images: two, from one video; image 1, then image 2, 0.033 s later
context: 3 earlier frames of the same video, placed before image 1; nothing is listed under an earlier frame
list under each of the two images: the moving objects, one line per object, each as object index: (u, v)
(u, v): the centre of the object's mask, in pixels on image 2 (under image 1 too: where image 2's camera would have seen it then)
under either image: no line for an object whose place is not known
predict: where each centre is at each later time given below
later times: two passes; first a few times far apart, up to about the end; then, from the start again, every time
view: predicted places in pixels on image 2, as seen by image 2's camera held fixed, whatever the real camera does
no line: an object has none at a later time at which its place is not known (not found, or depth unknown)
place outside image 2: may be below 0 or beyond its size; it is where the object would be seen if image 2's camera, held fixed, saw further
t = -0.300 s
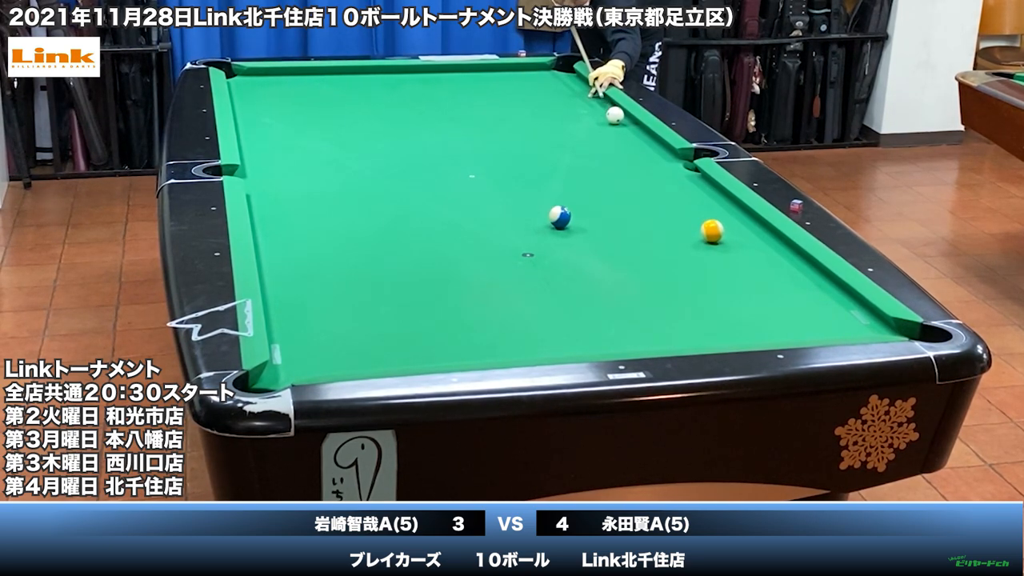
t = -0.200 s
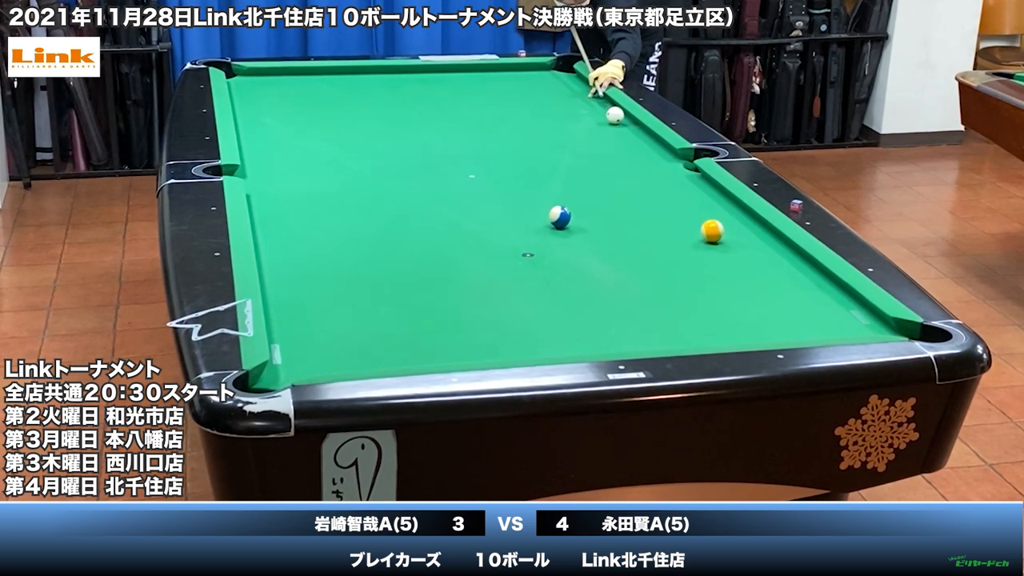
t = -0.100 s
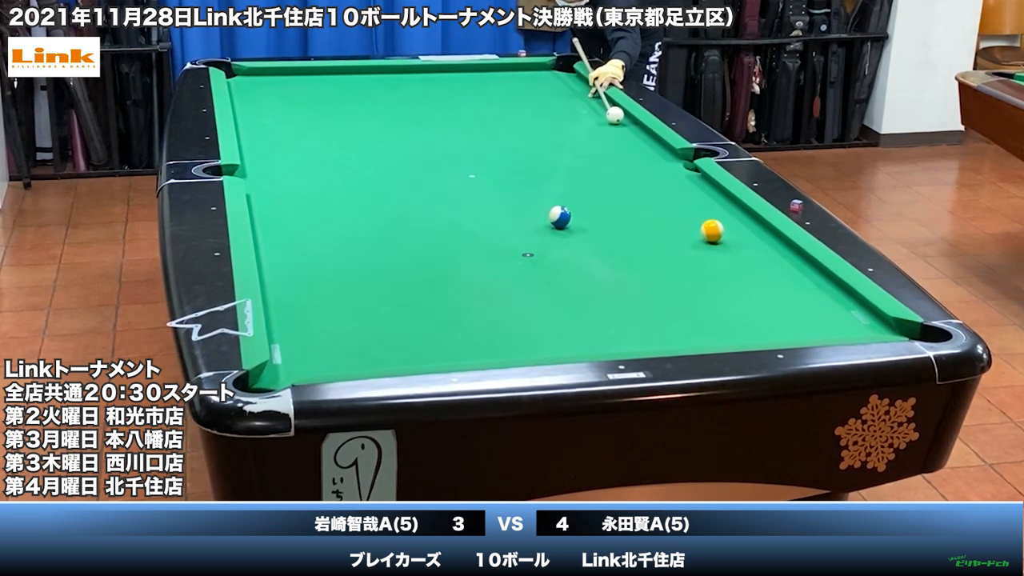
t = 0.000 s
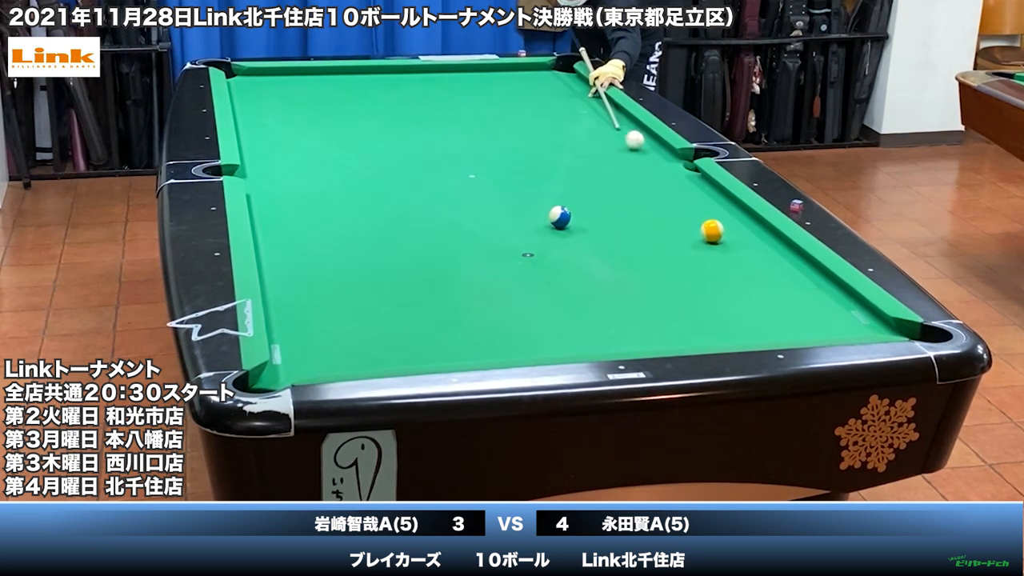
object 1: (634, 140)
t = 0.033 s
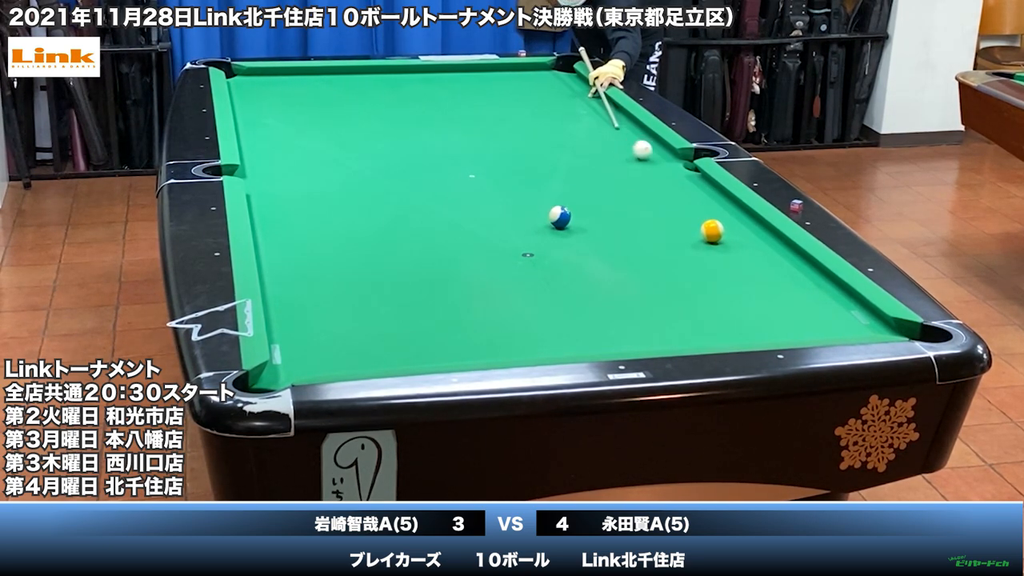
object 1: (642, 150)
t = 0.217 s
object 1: (688, 209)
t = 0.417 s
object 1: (667, 228)
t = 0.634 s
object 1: (626, 231)
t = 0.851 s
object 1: (586, 235)
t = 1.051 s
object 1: (549, 239)
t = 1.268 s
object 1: (510, 243)
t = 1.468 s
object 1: (473, 246)
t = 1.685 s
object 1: (434, 249)
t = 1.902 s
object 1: (395, 253)
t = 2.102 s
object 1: (360, 256)
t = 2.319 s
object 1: (322, 259)
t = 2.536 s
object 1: (284, 263)
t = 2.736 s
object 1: (277, 263)
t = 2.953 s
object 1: (295, 261)
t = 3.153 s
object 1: (310, 259)
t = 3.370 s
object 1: (324, 257)
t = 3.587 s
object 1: (337, 255)
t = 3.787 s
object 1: (348, 254)
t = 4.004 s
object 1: (358, 253)
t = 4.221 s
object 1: (367, 251)
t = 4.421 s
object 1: (374, 250)
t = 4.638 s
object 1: (380, 249)
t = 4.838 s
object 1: (384, 249)
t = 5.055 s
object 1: (388, 248)
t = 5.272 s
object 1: (389, 248)
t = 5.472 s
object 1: (390, 248)
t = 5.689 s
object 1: (390, 248)
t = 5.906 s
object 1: (390, 248)
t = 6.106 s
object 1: (390, 248)
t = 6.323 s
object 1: (390, 248)
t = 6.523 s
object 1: (390, 248)
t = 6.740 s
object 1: (390, 248)
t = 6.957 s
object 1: (390, 248)
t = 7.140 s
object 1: (390, 248)
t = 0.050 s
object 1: (645, 155)
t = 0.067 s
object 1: (650, 160)
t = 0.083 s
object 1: (654, 165)
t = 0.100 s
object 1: (658, 170)
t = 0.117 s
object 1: (662, 176)
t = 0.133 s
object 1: (666, 181)
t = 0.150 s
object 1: (670, 186)
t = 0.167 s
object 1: (674, 192)
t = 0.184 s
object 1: (679, 198)
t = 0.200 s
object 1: (683, 203)
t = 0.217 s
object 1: (688, 209)
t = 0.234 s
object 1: (692, 215)
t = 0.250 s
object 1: (696, 219)
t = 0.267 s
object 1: (697, 224)
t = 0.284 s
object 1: (693, 225)
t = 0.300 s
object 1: (690, 225)
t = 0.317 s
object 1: (686, 226)
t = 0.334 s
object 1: (682, 226)
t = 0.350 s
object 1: (679, 227)
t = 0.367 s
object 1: (676, 227)
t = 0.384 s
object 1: (673, 227)
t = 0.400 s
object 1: (670, 228)
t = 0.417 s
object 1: (667, 228)
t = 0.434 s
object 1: (664, 228)
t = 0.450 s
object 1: (660, 228)
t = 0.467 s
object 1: (657, 229)
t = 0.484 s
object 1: (654, 229)
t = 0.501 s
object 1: (651, 229)
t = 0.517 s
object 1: (648, 230)
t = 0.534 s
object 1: (645, 230)
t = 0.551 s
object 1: (642, 230)
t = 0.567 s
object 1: (639, 230)
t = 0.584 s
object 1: (636, 231)
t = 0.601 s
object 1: (633, 231)
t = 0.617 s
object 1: (629, 231)
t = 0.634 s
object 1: (626, 231)
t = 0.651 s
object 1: (623, 232)
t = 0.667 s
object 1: (620, 232)
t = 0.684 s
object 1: (617, 232)
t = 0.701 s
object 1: (614, 233)
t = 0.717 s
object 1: (611, 233)
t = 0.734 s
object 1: (607, 233)
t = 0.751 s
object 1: (604, 233)
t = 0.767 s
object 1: (602, 234)
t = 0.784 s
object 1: (598, 234)
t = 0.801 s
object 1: (595, 234)
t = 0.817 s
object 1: (592, 235)
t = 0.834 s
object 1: (589, 235)
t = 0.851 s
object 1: (586, 235)
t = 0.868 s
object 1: (583, 236)
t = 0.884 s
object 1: (580, 236)
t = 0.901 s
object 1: (577, 236)
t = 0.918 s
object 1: (574, 236)
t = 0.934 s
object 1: (571, 237)
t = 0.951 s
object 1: (567, 237)
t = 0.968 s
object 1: (565, 237)
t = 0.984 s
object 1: (561, 238)
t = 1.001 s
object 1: (558, 238)
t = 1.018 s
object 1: (555, 238)
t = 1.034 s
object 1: (552, 238)
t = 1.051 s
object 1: (549, 239)
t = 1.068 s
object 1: (546, 239)
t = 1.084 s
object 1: (543, 239)
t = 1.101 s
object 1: (540, 240)
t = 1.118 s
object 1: (537, 240)
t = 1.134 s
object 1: (534, 240)
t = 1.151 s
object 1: (531, 241)
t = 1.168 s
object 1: (528, 241)
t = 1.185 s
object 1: (525, 241)
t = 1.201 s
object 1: (522, 241)
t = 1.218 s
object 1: (519, 242)
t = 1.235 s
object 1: (516, 242)
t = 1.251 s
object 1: (513, 242)
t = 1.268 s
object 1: (510, 243)
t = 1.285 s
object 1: (507, 243)
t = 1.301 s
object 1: (503, 243)
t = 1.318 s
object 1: (501, 243)
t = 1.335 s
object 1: (498, 244)
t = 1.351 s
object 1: (495, 244)
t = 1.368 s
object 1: (491, 244)
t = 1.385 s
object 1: (488, 244)
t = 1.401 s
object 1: (485, 245)
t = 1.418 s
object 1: (482, 245)
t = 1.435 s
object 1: (479, 245)
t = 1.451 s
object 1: (476, 246)
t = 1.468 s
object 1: (473, 246)
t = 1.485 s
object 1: (470, 246)
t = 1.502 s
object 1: (467, 247)
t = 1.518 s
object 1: (464, 247)
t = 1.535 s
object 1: (461, 247)
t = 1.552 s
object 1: (458, 247)
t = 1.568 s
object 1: (455, 248)
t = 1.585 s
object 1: (452, 248)
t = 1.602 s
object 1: (449, 248)
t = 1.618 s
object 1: (446, 248)
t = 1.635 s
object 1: (443, 249)
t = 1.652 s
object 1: (440, 249)
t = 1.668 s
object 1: (437, 249)
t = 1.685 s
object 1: (434, 249)
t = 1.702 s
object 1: (431, 250)
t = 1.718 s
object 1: (428, 250)
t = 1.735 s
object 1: (425, 250)
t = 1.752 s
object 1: (422, 251)
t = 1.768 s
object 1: (419, 251)
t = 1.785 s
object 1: (416, 251)
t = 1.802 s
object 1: (413, 252)
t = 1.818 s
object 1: (410, 252)
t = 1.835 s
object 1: (407, 252)
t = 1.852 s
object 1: (404, 252)
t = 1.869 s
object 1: (401, 252)
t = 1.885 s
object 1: (398, 253)
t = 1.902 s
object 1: (395, 253)
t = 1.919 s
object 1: (392, 253)
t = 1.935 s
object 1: (389, 253)
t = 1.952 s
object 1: (386, 254)
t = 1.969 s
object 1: (383, 254)
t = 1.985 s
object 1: (380, 254)
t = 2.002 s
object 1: (377, 254)
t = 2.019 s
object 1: (374, 255)
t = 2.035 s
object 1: (371, 255)
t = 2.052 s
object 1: (368, 255)
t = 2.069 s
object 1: (365, 255)
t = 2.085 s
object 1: (363, 256)
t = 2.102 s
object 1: (360, 256)
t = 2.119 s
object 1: (357, 257)
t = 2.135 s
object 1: (354, 256)
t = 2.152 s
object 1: (351, 257)
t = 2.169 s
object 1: (348, 257)
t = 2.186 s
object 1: (345, 257)
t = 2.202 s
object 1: (342, 258)
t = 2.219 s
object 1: (339, 258)
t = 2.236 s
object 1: (336, 258)
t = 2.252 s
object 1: (333, 258)
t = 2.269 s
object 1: (330, 259)
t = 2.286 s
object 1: (328, 259)
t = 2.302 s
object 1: (324, 259)
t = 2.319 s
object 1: (322, 259)
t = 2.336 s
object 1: (319, 260)
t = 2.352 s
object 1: (316, 260)
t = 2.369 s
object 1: (313, 260)
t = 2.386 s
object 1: (310, 260)
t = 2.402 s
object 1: (307, 261)
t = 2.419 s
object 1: (304, 261)
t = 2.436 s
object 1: (301, 261)
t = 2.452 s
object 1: (298, 261)
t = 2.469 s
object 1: (296, 262)
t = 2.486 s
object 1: (293, 262)
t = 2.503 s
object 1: (290, 262)
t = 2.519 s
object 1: (287, 262)
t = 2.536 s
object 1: (284, 263)
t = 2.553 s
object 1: (281, 263)
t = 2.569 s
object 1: (278, 263)
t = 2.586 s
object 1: (276, 263)
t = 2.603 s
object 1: (272, 264)
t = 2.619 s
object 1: (270, 264)
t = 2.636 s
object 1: (268, 264)
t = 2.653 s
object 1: (269, 264)
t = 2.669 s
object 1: (271, 264)
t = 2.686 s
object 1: (272, 264)
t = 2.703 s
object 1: (274, 263)
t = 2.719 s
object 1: (275, 263)
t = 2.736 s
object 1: (277, 263)
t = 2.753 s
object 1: (278, 263)
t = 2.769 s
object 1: (280, 263)
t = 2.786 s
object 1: (281, 263)
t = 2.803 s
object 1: (283, 262)
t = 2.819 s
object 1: (284, 262)
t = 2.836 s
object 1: (285, 262)
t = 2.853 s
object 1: (286, 262)
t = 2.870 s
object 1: (288, 262)
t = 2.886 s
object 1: (289, 262)
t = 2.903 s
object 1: (291, 261)
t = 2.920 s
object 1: (292, 261)
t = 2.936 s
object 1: (293, 261)
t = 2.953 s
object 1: (295, 261)
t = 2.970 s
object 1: (296, 261)
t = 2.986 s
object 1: (297, 261)
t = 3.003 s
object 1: (299, 260)
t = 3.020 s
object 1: (300, 260)
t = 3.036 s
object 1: (301, 260)
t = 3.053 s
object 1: (302, 260)
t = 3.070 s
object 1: (304, 260)
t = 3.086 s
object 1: (305, 260)
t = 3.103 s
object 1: (306, 259)
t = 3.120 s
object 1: (307, 259)
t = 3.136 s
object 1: (308, 259)
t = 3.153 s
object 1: (310, 259)
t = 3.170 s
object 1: (311, 259)
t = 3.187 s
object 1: (312, 259)
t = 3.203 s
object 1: (313, 259)
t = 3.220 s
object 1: (314, 258)
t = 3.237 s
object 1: (315, 258)
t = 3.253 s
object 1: (316, 258)
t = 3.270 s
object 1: (317, 258)
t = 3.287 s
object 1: (319, 258)
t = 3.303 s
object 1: (320, 258)
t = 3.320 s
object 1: (321, 257)
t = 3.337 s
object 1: (322, 257)
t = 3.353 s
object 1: (323, 257)
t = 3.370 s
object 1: (324, 257)
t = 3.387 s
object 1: (325, 257)
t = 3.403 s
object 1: (326, 257)
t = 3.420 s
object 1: (327, 257)
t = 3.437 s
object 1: (329, 256)
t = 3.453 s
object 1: (330, 256)
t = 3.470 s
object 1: (331, 256)
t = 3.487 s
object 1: (332, 256)
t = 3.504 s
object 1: (332, 256)
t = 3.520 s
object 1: (333, 256)
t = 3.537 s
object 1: (335, 256)
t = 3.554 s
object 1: (336, 256)
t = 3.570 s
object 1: (336, 255)
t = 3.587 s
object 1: (337, 255)
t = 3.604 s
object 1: (338, 255)
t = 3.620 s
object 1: (339, 255)
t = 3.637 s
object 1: (340, 255)
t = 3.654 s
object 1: (341, 255)
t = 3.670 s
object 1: (342, 255)
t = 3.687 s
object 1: (343, 255)
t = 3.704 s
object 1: (344, 255)
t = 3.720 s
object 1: (345, 254)
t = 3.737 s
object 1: (345, 254)
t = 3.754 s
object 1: (346, 254)
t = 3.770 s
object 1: (347, 254)
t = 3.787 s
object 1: (348, 254)
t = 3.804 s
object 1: (349, 254)
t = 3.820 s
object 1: (350, 254)
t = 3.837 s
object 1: (350, 254)
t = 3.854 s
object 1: (351, 254)
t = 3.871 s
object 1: (352, 254)
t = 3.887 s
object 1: (353, 253)
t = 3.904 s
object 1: (354, 253)
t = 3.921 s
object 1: (354, 253)
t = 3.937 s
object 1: (355, 253)
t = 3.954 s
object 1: (356, 253)
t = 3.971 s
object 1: (357, 253)
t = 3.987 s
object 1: (358, 253)
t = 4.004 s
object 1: (358, 253)
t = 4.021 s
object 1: (359, 252)
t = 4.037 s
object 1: (360, 253)
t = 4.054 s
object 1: (360, 252)
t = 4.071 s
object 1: (361, 252)
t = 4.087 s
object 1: (362, 252)
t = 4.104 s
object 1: (363, 252)
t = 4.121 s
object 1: (364, 252)
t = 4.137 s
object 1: (364, 252)
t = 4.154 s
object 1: (365, 252)
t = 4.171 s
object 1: (365, 252)
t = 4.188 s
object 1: (366, 251)
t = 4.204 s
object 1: (366, 252)
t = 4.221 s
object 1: (367, 251)
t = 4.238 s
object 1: (368, 251)
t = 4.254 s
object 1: (368, 251)
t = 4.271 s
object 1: (369, 251)
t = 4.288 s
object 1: (370, 251)
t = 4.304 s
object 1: (370, 251)
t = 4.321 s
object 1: (371, 251)
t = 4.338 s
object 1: (371, 251)
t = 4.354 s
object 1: (372, 251)
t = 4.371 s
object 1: (372, 250)
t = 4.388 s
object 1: (373, 250)
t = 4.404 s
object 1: (373, 250)
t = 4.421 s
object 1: (374, 250)
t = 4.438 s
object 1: (375, 250)
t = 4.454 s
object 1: (375, 250)
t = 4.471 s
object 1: (375, 250)
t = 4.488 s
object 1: (376, 250)
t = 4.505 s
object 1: (376, 250)
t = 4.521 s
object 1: (377, 250)
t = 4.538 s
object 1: (377, 250)
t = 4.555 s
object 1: (378, 250)
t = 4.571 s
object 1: (378, 249)
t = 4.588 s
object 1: (379, 250)
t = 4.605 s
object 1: (379, 249)
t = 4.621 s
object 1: (379, 249)
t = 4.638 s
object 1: (380, 249)
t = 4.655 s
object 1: (380, 249)
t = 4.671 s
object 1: (381, 249)
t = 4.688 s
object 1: (381, 249)
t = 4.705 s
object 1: (382, 249)
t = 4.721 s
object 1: (382, 249)
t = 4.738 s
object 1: (382, 249)
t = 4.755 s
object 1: (382, 249)
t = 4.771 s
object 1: (383, 249)
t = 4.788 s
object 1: (383, 249)
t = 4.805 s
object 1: (384, 249)
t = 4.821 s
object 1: (384, 249)
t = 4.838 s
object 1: (384, 249)
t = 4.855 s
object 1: (384, 249)
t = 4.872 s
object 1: (385, 249)
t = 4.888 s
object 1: (385, 249)
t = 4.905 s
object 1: (385, 249)
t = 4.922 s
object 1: (386, 249)
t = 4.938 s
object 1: (386, 248)
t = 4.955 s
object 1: (386, 249)
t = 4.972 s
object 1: (386, 249)
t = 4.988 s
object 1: (387, 249)
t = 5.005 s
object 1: (387, 249)
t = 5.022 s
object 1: (387, 248)
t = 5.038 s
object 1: (388, 248)
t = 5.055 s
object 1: (388, 248)
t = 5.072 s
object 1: (388, 248)
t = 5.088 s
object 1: (388, 249)
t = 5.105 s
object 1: (388, 248)
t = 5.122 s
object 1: (389, 248)
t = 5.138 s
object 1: (389, 248)
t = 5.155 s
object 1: (389, 248)
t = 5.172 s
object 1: (389, 248)
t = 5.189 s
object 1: (389, 248)
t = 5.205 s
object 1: (389, 248)
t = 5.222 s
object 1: (389, 248)
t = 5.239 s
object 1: (389, 248)
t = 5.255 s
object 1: (389, 248)
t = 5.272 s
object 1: (389, 248)
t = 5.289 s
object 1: (390, 248)
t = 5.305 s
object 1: (390, 248)
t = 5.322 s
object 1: (390, 248)
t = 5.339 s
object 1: (390, 248)
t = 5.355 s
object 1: (390, 248)
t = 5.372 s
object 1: (390, 248)
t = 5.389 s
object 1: (390, 248)
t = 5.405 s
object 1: (390, 248)
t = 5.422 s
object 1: (390, 248)
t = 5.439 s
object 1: (390, 248)
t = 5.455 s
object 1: (390, 248)
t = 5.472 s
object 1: (390, 248)
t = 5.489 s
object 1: (390, 248)
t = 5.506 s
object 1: (390, 248)
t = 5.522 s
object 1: (390, 248)
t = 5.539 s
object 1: (390, 248)
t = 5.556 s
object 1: (390, 248)
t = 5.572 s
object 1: (390, 248)
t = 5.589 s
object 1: (390, 248)
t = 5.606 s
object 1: (390, 248)
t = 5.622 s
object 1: (390, 248)
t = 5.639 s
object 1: (390, 248)
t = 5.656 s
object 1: (390, 248)
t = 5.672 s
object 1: (390, 248)
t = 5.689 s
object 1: (390, 248)
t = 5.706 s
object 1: (390, 248)
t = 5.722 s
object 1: (390, 248)
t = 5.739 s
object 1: (390, 248)
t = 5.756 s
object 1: (390, 248)
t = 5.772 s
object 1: (390, 248)
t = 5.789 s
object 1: (390, 248)
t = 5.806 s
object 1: (390, 248)
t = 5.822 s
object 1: (390, 248)
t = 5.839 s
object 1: (390, 248)
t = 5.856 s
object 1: (390, 248)
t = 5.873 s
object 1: (390, 248)
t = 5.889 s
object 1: (390, 248)
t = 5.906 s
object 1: (390, 248)
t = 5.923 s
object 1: (390, 248)
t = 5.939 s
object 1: (390, 248)
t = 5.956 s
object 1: (390, 248)
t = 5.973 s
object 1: (390, 248)
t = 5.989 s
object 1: (390, 248)
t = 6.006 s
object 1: (390, 248)
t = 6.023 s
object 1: (390, 248)
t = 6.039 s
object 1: (390, 248)
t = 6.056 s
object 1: (390, 248)
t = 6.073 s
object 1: (390, 248)
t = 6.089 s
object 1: (390, 248)
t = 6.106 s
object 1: (390, 248)
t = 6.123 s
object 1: (390, 248)
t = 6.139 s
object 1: (390, 248)
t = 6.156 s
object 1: (390, 248)
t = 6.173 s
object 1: (390, 248)
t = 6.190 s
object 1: (390, 248)
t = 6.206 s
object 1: (390, 248)
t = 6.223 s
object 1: (390, 248)
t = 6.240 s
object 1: (390, 248)
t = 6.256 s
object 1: (390, 248)
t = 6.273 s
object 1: (390, 248)
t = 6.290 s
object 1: (390, 248)
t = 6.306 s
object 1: (390, 248)
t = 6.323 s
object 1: (390, 248)
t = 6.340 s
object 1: (390, 248)
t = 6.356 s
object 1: (390, 248)
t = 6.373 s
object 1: (390, 248)
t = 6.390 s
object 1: (390, 248)
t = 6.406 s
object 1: (390, 248)
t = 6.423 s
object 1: (390, 248)
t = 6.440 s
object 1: (390, 248)
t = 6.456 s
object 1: (390, 248)
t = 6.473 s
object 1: (390, 248)
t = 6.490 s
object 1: (390, 248)
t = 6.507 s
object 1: (390, 248)
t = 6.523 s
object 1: (390, 248)
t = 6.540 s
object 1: (390, 248)
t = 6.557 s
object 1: (390, 248)
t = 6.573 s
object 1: (390, 248)
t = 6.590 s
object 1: (390, 248)
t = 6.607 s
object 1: (390, 248)
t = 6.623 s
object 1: (390, 248)
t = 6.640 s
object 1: (390, 248)
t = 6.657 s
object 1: (390, 248)
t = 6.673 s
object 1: (390, 248)
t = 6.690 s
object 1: (390, 248)
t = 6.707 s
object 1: (390, 248)
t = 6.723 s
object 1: (390, 248)
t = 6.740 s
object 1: (390, 248)
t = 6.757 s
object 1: (390, 248)
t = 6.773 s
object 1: (390, 248)
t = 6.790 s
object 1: (390, 248)
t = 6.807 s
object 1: (390, 248)
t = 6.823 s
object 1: (390, 248)
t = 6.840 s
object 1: (390, 248)
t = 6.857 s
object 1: (390, 248)
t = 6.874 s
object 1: (390, 248)
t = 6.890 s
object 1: (390, 248)
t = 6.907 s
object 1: (390, 248)
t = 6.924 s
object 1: (390, 248)
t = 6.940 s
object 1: (390, 248)
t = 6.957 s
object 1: (390, 248)
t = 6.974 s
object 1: (390, 248)
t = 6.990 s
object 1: (390, 248)
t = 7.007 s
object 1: (390, 248)
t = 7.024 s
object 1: (390, 248)
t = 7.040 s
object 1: (390, 248)
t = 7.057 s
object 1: (390, 248)
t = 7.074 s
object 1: (390, 248)
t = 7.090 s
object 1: (390, 248)
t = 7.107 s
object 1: (390, 248)
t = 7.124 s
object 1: (390, 248)
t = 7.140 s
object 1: (390, 248)
